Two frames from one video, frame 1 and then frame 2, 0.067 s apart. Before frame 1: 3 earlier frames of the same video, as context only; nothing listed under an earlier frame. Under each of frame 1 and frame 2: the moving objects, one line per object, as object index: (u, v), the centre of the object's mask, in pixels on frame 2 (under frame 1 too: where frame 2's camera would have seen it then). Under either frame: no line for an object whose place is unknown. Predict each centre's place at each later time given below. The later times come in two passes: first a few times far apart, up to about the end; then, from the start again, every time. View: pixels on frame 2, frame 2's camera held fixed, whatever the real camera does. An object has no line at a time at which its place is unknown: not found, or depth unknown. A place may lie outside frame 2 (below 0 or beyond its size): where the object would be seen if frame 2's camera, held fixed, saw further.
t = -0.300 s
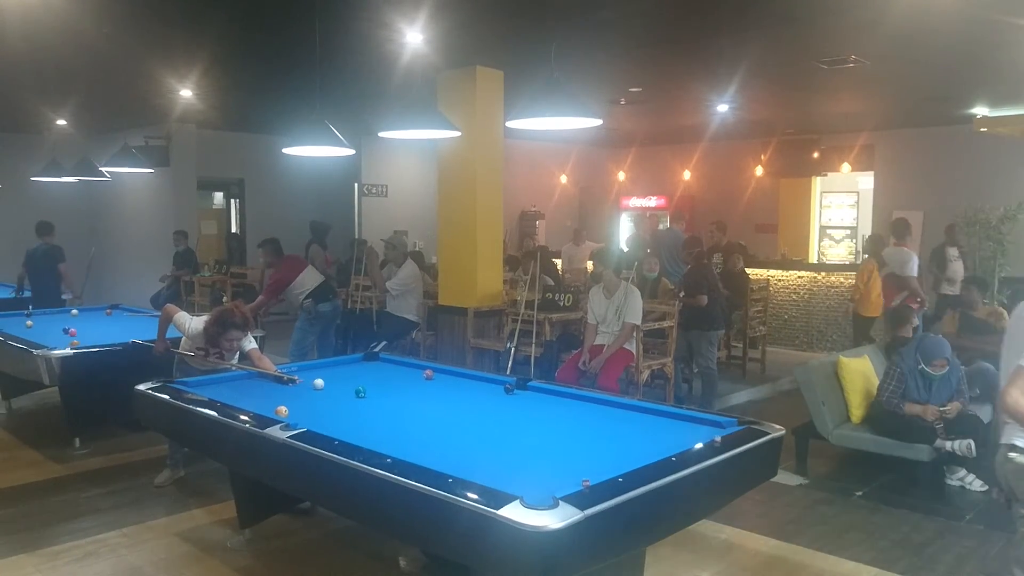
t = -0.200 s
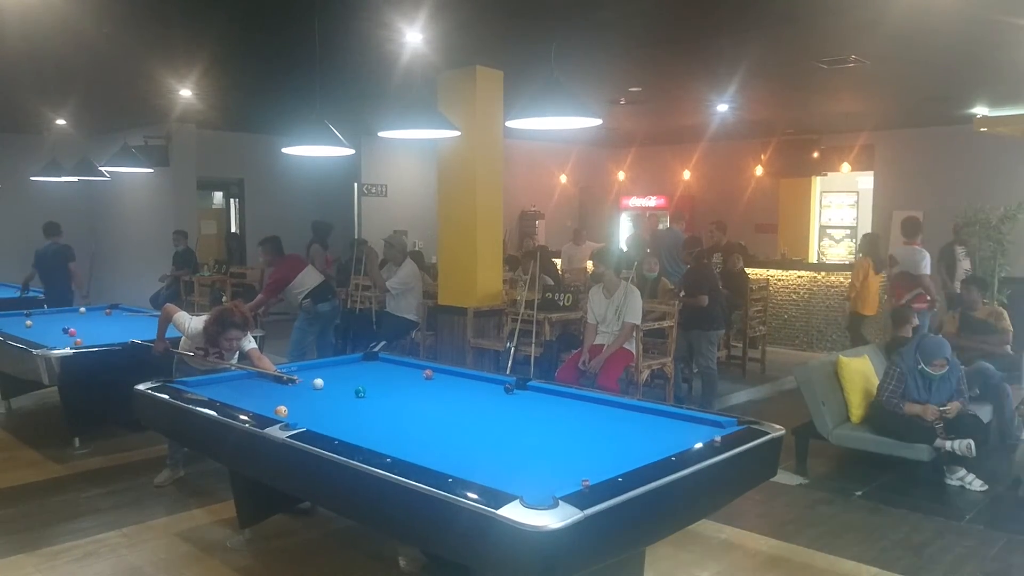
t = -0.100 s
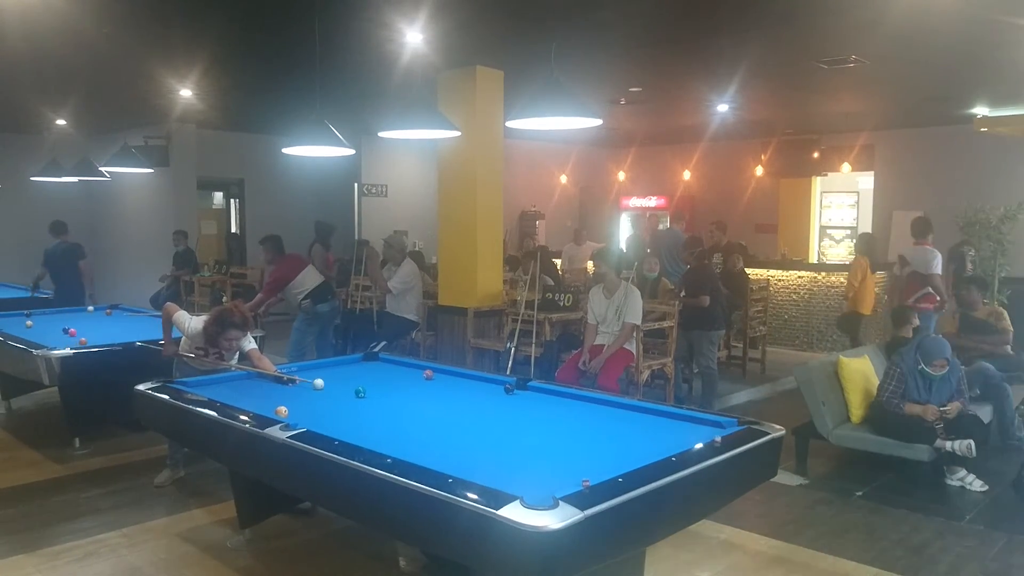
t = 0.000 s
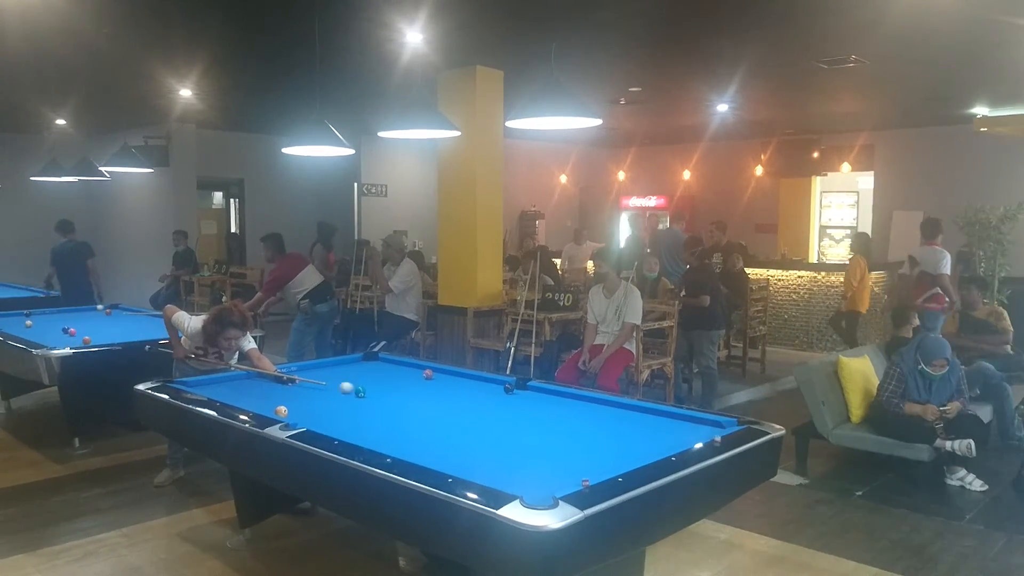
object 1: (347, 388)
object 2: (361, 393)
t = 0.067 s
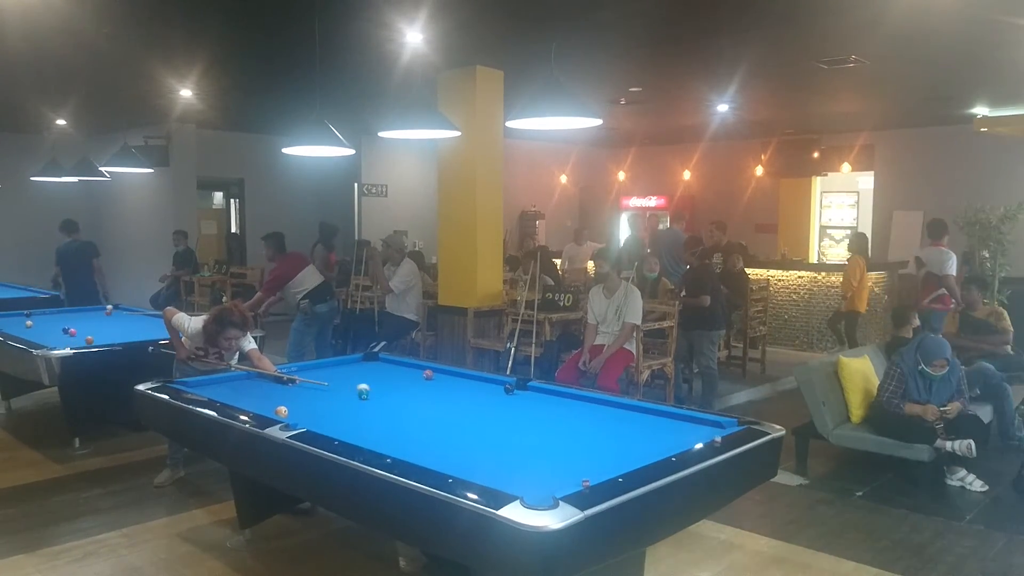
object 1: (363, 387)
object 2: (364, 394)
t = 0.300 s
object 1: (407, 388)
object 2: (386, 407)
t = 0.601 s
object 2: (412, 422)
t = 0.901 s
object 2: (443, 440)
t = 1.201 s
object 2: (480, 460)
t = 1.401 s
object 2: (508, 475)
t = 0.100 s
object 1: (369, 388)
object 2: (368, 396)
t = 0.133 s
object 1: (376, 389)
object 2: (372, 398)
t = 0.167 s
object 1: (382, 389)
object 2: (375, 400)
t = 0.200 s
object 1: (388, 388)
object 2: (377, 402)
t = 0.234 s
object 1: (395, 388)
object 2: (380, 404)
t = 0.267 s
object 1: (401, 388)
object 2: (383, 405)
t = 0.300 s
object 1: (407, 388)
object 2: (386, 407)
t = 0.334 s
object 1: (413, 388)
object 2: (388, 409)
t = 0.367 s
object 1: (419, 388)
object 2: (391, 410)
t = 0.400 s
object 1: (425, 387)
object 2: (394, 412)
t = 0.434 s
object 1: (432, 387)
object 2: (397, 413)
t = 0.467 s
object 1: (438, 387)
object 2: (400, 415)
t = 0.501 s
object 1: (444, 387)
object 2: (403, 417)
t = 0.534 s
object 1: (450, 387)
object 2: (406, 418)
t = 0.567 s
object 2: (409, 421)
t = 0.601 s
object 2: (412, 422)
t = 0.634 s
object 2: (415, 424)
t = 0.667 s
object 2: (419, 426)
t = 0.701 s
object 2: (423, 428)
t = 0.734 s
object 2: (426, 430)
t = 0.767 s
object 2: (429, 432)
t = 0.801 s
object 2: (432, 434)
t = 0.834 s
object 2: (436, 436)
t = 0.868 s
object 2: (440, 438)
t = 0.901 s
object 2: (443, 440)
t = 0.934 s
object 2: (447, 442)
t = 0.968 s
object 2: (451, 444)
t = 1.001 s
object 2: (455, 447)
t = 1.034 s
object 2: (459, 449)
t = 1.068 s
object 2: (463, 451)
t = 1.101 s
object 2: (467, 453)
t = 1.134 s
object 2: (471, 456)
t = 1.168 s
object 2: (475, 458)
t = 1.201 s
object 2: (480, 460)
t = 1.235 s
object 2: (484, 463)
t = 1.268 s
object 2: (488, 465)
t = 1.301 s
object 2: (493, 468)
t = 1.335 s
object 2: (498, 471)
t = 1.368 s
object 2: (502, 473)
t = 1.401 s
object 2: (508, 475)
